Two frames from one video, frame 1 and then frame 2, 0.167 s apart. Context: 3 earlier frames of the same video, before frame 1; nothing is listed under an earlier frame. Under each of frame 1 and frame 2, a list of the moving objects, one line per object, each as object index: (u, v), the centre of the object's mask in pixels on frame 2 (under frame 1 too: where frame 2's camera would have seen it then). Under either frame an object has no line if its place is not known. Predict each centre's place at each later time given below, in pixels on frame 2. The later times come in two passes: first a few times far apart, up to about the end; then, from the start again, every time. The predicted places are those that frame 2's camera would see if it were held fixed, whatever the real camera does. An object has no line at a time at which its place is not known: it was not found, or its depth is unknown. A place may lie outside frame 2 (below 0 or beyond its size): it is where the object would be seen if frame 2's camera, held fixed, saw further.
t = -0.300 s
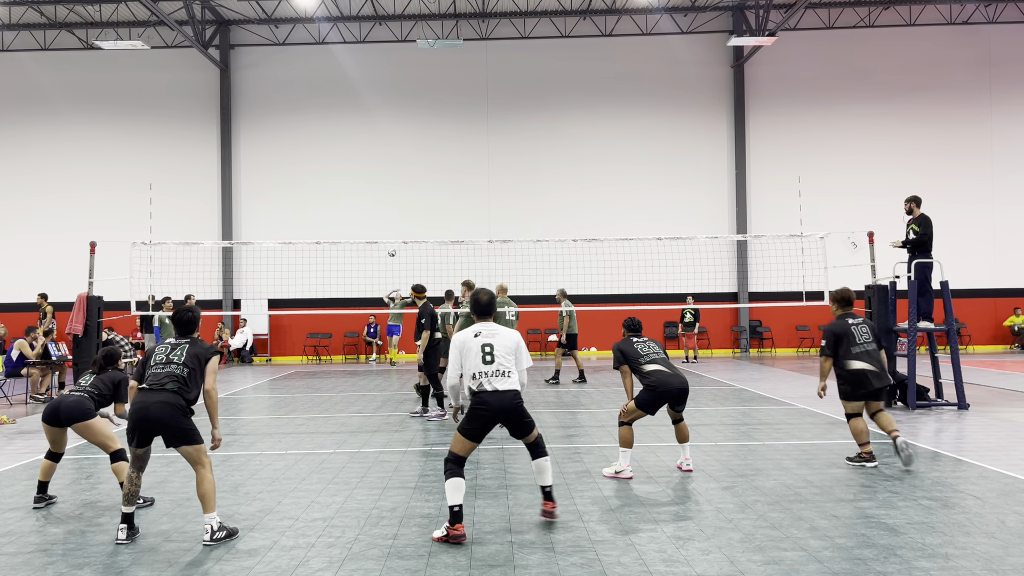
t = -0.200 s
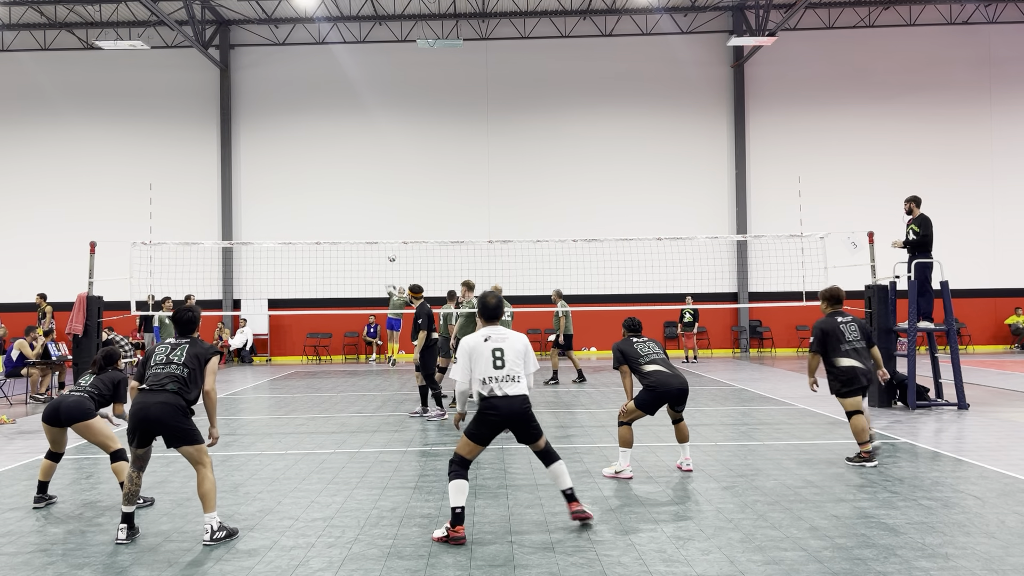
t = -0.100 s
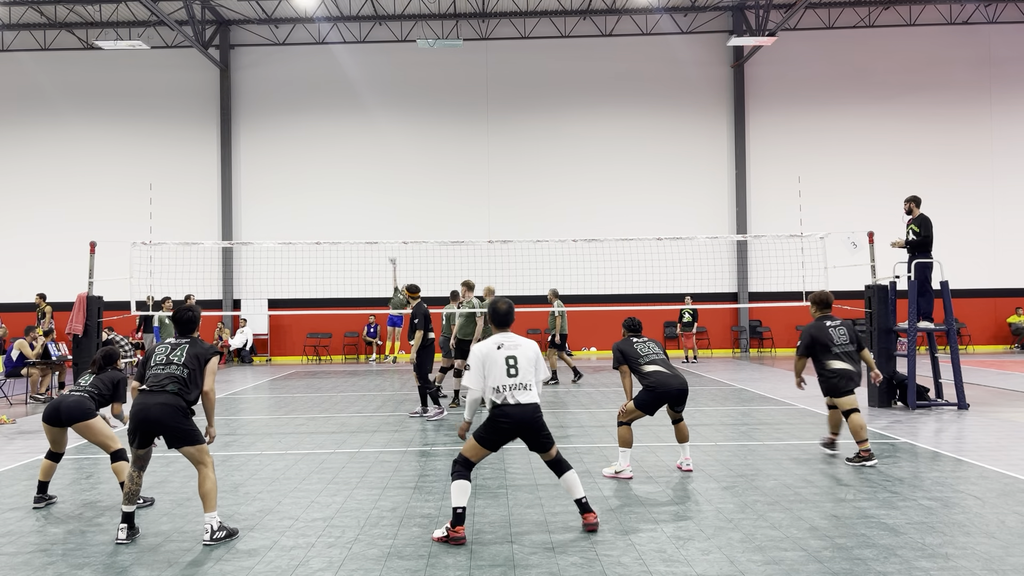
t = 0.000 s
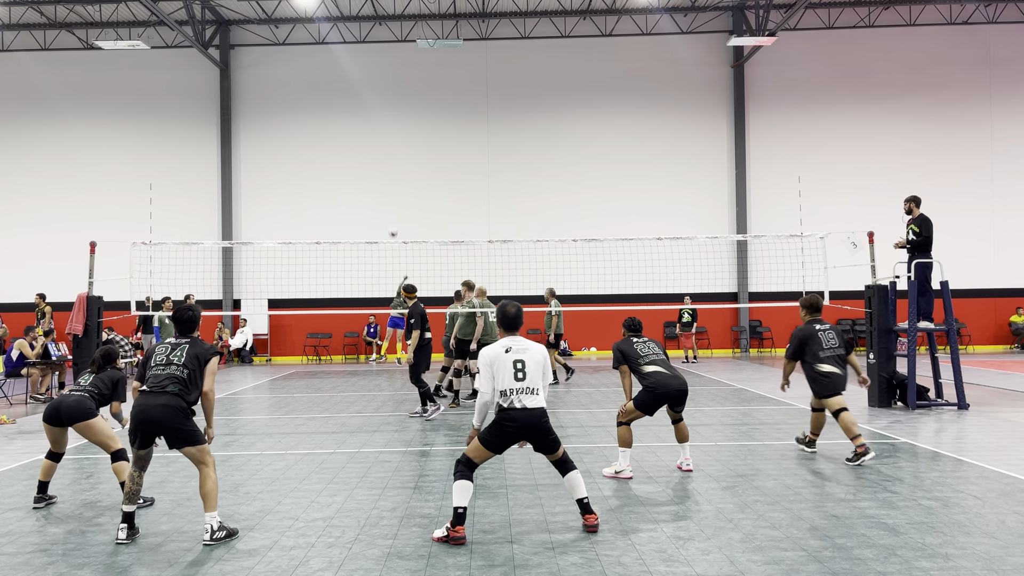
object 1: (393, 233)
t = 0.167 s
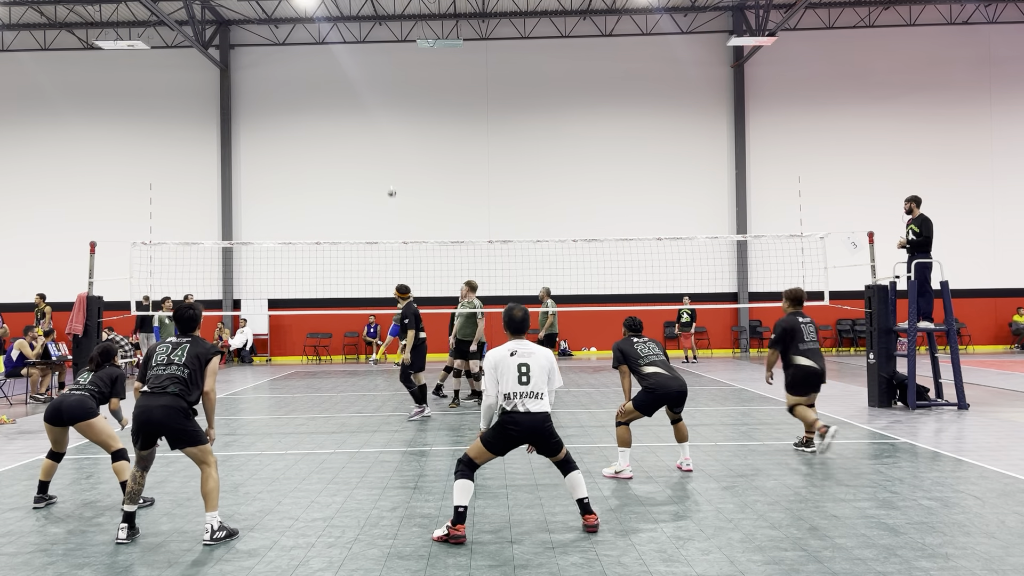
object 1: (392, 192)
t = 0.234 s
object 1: (390, 176)
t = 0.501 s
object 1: (382, 127)
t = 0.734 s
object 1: (374, 115)
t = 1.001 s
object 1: (355, 166)
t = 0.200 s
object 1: (391, 184)
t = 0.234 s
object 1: (390, 176)
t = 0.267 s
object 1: (389, 168)
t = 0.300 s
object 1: (389, 161)
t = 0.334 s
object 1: (388, 154)
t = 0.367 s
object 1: (387, 148)
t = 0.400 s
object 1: (386, 142)
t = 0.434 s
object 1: (385, 136)
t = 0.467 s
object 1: (384, 132)
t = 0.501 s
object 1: (382, 127)
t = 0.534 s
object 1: (381, 123)
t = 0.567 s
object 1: (380, 120)
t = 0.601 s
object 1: (379, 117)
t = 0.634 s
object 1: (378, 116)
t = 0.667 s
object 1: (376, 115)
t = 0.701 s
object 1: (375, 114)
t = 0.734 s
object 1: (374, 115)
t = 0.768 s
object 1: (372, 116)
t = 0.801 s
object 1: (370, 119)
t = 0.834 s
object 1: (368, 123)
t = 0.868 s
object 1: (366, 128)
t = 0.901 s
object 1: (364, 135)
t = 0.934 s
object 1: (361, 143)
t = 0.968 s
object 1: (358, 154)
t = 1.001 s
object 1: (355, 166)
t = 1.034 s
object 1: (352, 180)
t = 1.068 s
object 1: (349, 200)
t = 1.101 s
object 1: (345, 220)
